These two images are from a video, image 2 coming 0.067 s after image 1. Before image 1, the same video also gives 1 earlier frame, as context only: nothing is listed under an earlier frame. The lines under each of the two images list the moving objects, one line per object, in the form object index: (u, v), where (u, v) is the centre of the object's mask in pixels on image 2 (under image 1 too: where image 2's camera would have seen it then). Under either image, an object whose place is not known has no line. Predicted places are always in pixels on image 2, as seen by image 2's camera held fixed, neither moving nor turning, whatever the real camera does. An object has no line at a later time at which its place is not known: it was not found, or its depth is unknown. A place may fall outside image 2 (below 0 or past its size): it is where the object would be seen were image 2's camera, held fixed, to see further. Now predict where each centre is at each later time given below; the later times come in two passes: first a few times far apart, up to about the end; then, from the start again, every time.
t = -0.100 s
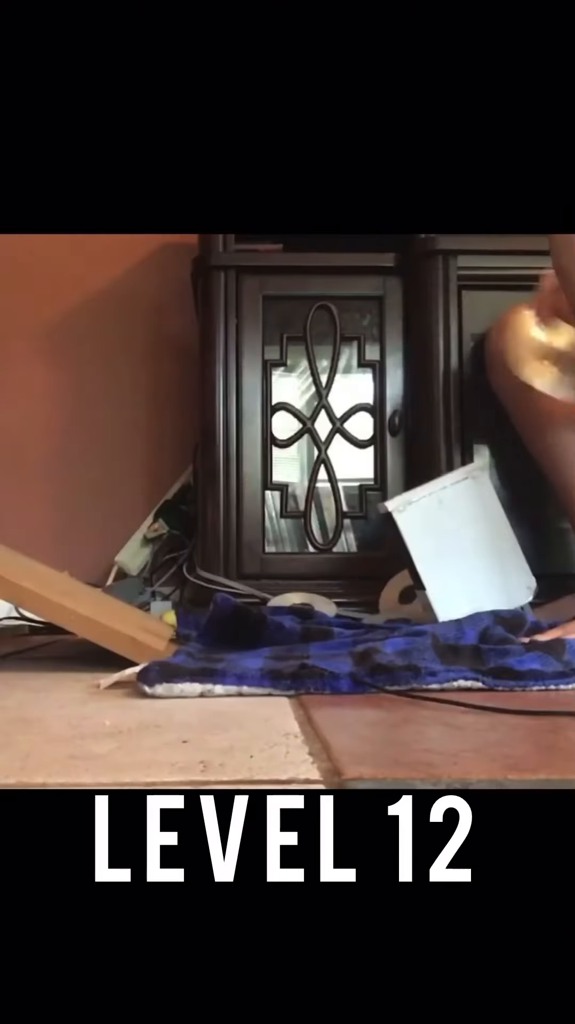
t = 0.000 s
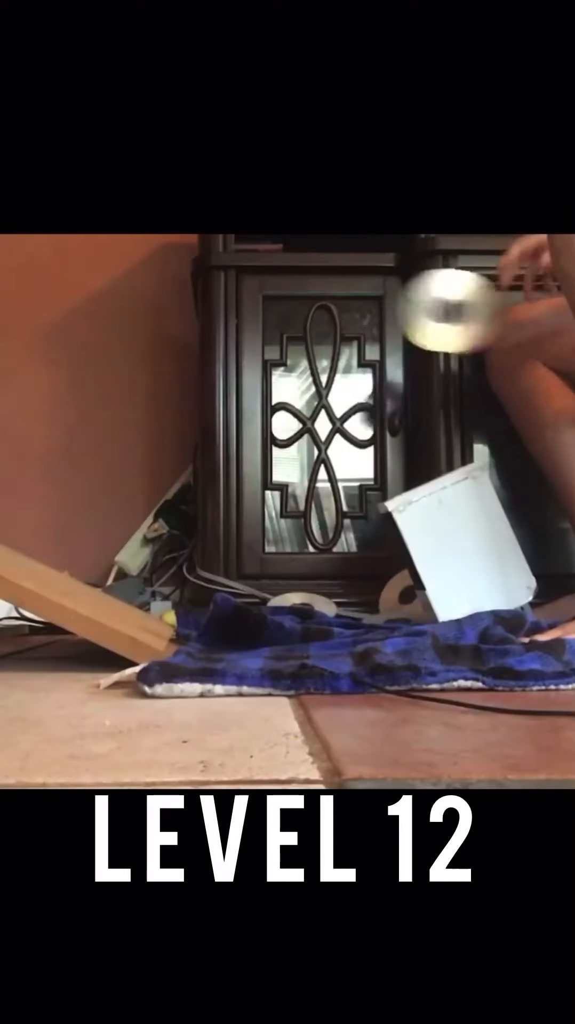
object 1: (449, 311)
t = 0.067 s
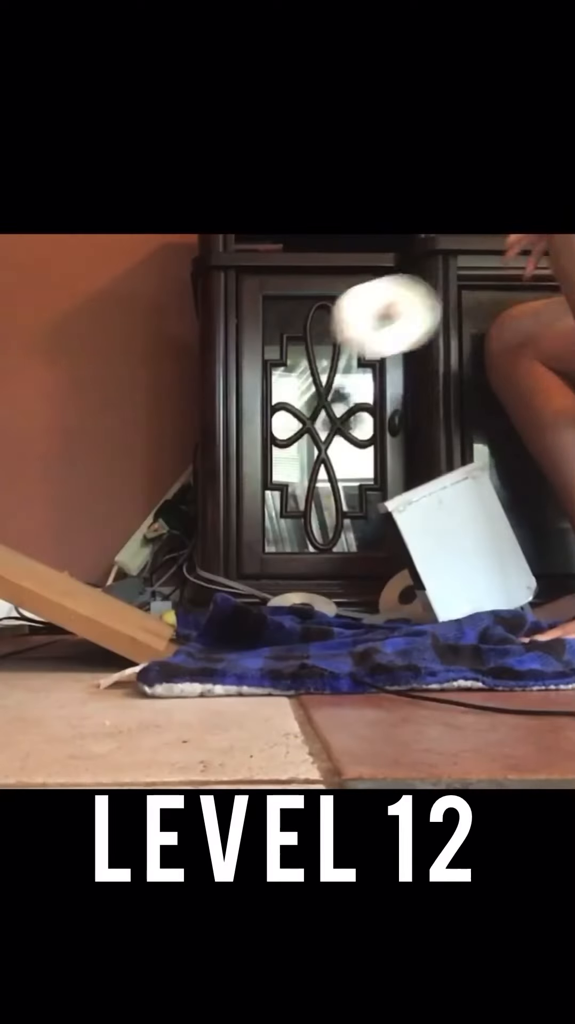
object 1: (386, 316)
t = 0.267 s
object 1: (186, 508)
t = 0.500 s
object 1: (333, 423)
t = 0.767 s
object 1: (420, 456)
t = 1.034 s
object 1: (419, 466)
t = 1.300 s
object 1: (422, 475)
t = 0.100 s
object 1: (352, 330)
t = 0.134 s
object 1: (317, 354)
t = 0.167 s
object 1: (287, 380)
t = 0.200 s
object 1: (250, 416)
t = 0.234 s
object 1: (219, 458)
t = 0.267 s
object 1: (186, 508)
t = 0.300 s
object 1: (159, 555)
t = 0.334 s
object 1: (178, 532)
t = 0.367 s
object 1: (210, 494)
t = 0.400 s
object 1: (238, 465)
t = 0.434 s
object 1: (269, 445)
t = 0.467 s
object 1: (296, 431)
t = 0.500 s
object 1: (333, 423)
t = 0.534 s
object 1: (365, 427)
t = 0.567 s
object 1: (398, 435)
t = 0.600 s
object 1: (417, 446)
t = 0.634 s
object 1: (426, 450)
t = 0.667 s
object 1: (423, 452)
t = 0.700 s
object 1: (420, 456)
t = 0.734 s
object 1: (420, 455)
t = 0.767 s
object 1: (420, 456)
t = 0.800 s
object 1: (419, 458)
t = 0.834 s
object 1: (417, 459)
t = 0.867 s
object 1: (416, 461)
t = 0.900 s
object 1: (418, 462)
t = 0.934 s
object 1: (418, 463)
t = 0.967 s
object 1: (418, 464)
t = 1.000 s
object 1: (418, 465)
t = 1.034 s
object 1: (419, 466)
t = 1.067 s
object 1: (419, 467)
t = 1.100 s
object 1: (419, 468)
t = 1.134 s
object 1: (420, 469)
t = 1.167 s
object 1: (420, 470)
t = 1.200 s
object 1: (421, 472)
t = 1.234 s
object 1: (421, 473)
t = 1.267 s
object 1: (422, 474)
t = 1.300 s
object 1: (422, 475)
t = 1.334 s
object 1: (423, 476)
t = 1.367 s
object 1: (423, 477)
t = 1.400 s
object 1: (423, 478)
